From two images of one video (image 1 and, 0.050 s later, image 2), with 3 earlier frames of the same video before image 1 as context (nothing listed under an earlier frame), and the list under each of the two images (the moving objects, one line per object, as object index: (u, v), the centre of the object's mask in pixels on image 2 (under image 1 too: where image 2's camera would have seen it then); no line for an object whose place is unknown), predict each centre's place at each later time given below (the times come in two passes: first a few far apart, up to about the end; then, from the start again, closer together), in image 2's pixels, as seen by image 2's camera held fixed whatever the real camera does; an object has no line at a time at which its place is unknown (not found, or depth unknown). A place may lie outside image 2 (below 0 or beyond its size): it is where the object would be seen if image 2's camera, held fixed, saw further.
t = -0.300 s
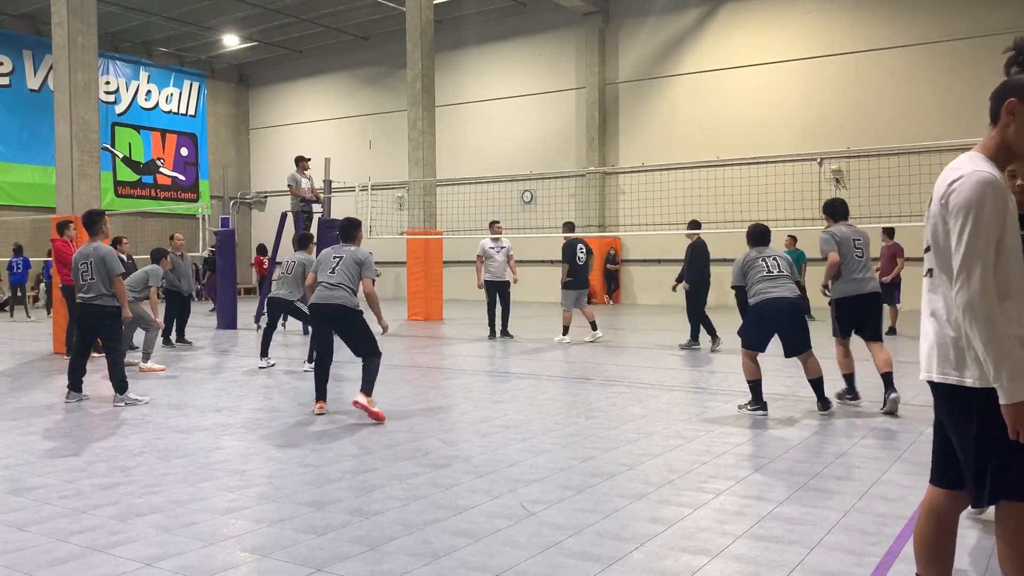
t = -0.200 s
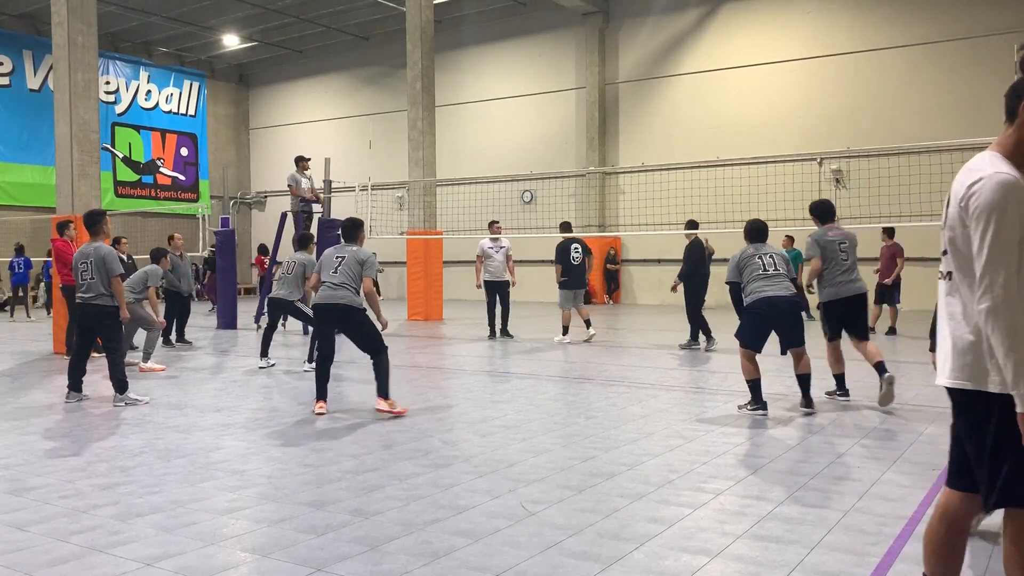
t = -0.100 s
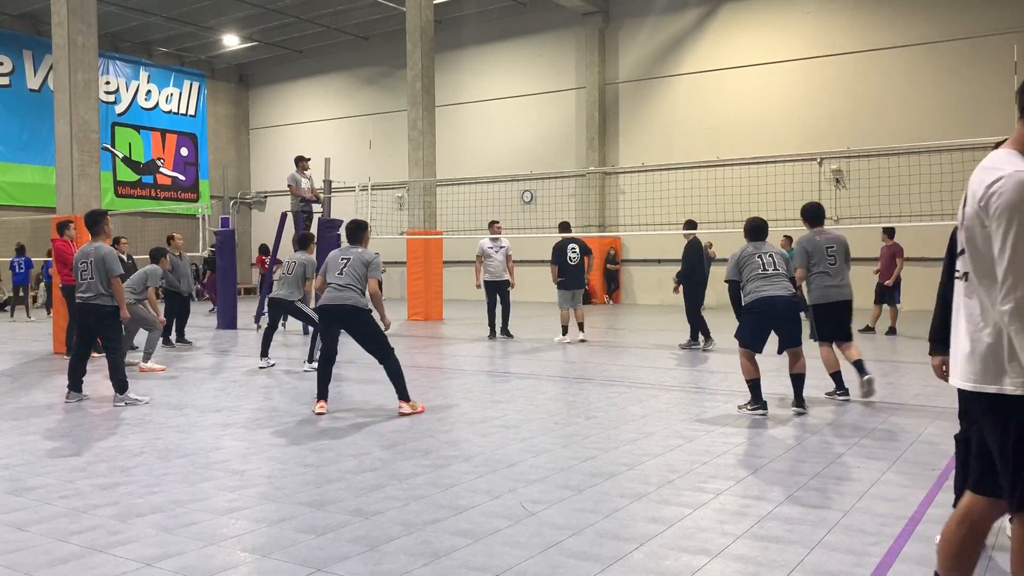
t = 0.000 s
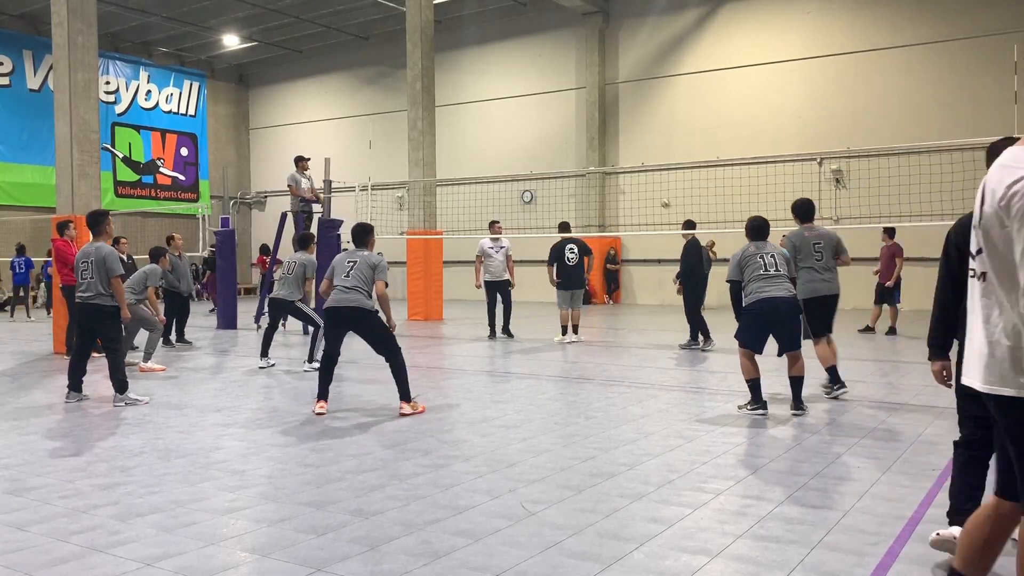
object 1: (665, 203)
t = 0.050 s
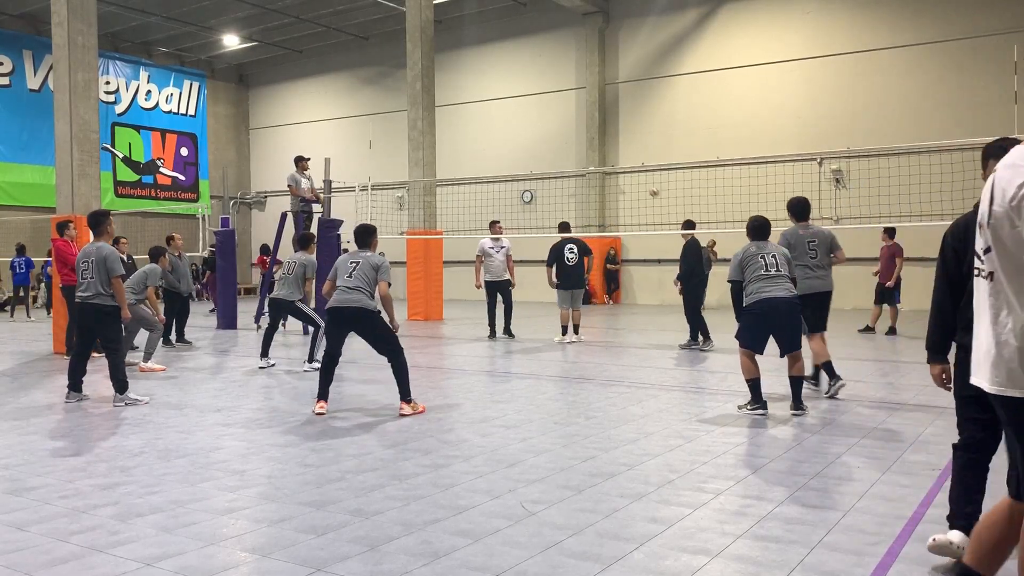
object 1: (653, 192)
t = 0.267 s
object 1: (600, 150)
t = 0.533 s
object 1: (521, 124)
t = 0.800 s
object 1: (422, 134)
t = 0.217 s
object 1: (613, 159)
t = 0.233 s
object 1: (609, 156)
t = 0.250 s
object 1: (604, 153)
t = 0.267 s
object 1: (600, 150)
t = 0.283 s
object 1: (595, 148)
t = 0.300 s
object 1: (591, 146)
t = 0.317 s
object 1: (586, 143)
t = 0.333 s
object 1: (581, 141)
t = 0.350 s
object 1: (576, 139)
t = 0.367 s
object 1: (572, 137)
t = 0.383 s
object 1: (567, 135)
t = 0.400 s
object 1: (562, 134)
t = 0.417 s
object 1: (557, 132)
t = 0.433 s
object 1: (552, 129)
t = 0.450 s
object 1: (547, 129)
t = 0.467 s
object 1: (542, 127)
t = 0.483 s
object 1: (537, 126)
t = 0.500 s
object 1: (531, 125)
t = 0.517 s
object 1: (526, 125)
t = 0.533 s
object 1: (521, 124)
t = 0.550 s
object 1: (515, 123)
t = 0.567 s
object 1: (509, 123)
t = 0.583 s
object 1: (504, 123)
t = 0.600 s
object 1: (498, 123)
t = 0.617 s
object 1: (492, 123)
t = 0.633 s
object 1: (486, 123)
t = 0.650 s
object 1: (480, 123)
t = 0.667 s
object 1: (474, 124)
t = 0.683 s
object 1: (468, 125)
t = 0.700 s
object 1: (462, 126)
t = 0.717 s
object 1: (455, 126)
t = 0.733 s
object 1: (449, 127)
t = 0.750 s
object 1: (443, 129)
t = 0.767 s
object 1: (436, 130)
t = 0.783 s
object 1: (430, 131)
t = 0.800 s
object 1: (422, 134)
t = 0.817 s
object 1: (416, 137)
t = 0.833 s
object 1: (409, 139)
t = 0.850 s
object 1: (401, 143)
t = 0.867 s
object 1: (394, 146)
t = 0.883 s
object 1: (386, 149)
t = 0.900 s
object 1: (379, 152)
